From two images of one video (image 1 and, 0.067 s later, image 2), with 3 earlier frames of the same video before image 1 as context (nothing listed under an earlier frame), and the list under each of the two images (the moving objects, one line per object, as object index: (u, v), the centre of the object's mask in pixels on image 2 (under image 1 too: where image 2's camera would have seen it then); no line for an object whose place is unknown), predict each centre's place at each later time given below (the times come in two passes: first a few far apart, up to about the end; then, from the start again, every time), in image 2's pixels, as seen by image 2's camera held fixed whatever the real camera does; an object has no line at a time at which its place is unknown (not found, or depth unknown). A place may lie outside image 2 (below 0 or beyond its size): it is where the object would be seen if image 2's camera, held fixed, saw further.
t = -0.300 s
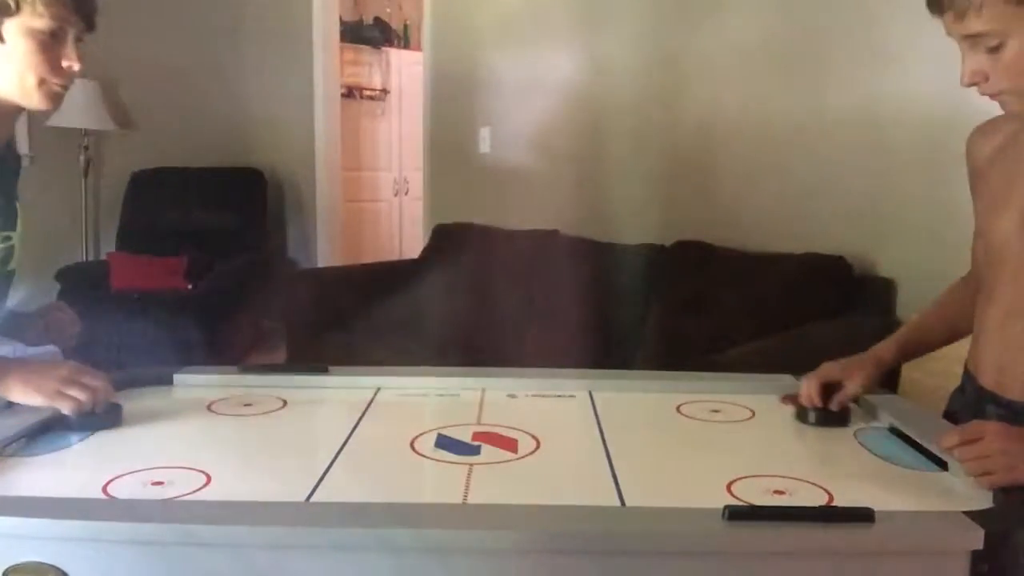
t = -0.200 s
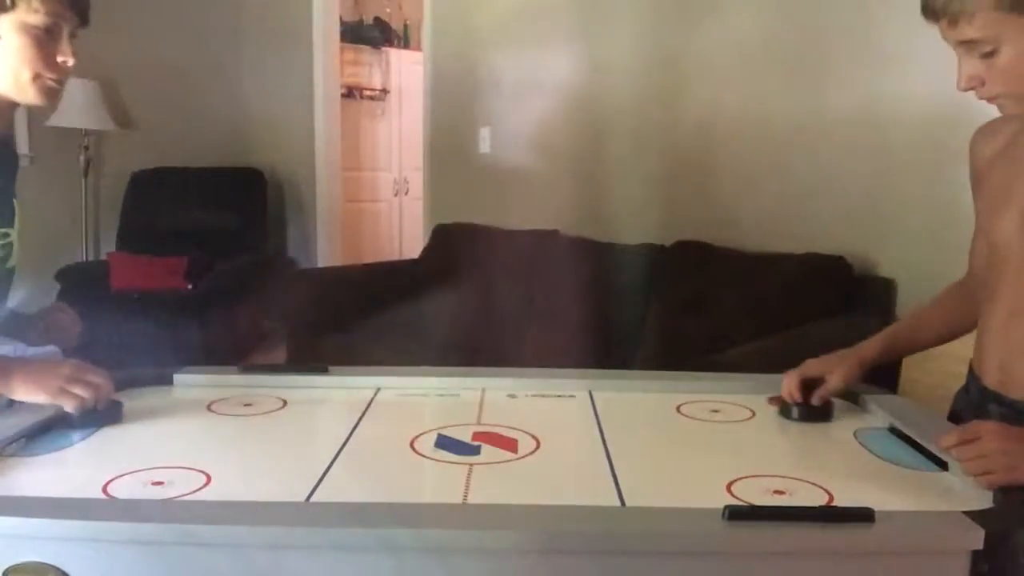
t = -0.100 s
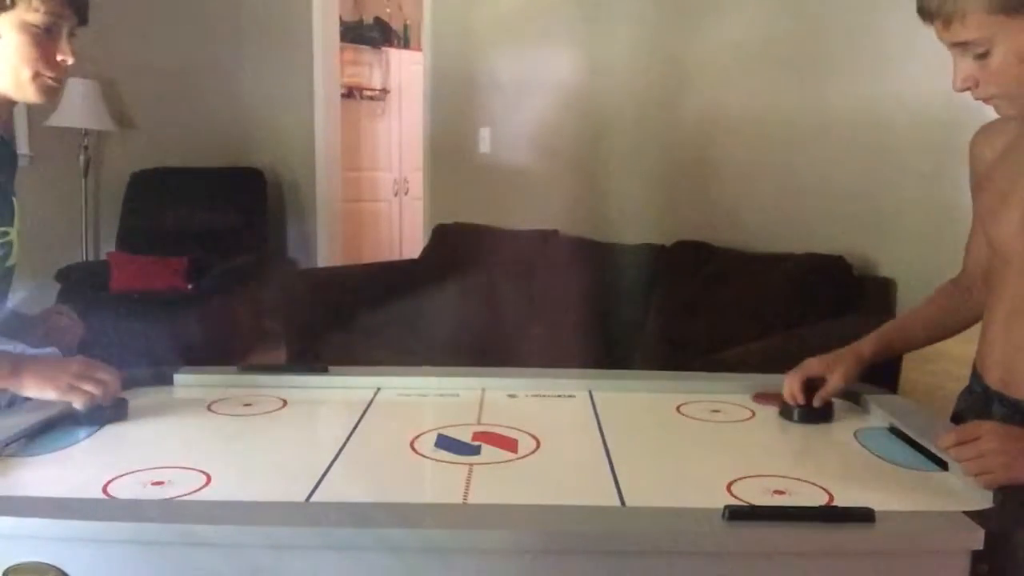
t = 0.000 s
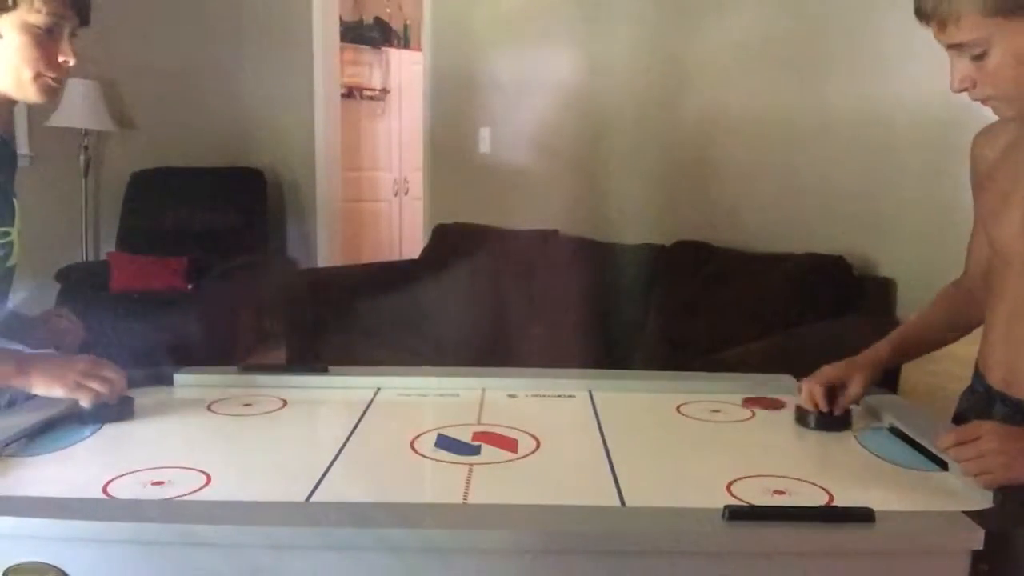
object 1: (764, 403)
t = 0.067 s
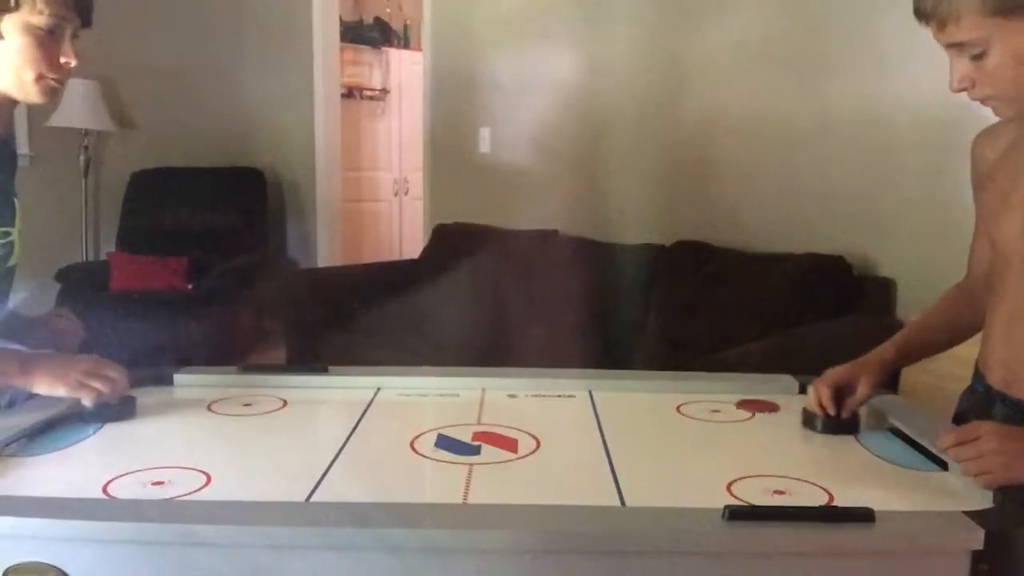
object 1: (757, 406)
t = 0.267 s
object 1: (737, 414)
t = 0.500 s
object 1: (709, 422)
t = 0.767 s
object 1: (668, 432)
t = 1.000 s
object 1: (633, 440)
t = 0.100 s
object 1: (754, 407)
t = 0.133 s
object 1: (750, 408)
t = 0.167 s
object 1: (747, 410)
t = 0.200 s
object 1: (744, 411)
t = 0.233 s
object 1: (740, 412)
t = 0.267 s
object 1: (737, 414)
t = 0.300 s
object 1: (733, 414)
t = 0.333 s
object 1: (729, 416)
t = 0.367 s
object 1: (724, 417)
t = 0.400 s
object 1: (723, 418)
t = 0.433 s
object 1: (719, 419)
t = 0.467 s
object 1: (715, 420)
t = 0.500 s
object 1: (709, 422)
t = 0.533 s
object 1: (703, 422)
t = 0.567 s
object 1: (698, 424)
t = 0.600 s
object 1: (695, 425)
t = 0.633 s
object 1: (690, 427)
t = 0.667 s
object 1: (685, 428)
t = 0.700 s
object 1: (678, 429)
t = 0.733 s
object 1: (674, 430)
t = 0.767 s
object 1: (668, 432)
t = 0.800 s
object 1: (663, 433)
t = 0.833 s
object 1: (659, 434)
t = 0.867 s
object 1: (654, 435)
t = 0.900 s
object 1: (648, 437)
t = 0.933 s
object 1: (643, 438)
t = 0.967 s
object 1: (638, 439)
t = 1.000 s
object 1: (633, 440)
